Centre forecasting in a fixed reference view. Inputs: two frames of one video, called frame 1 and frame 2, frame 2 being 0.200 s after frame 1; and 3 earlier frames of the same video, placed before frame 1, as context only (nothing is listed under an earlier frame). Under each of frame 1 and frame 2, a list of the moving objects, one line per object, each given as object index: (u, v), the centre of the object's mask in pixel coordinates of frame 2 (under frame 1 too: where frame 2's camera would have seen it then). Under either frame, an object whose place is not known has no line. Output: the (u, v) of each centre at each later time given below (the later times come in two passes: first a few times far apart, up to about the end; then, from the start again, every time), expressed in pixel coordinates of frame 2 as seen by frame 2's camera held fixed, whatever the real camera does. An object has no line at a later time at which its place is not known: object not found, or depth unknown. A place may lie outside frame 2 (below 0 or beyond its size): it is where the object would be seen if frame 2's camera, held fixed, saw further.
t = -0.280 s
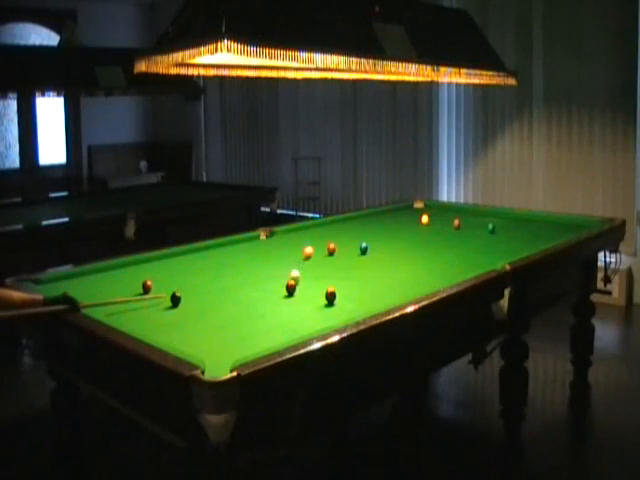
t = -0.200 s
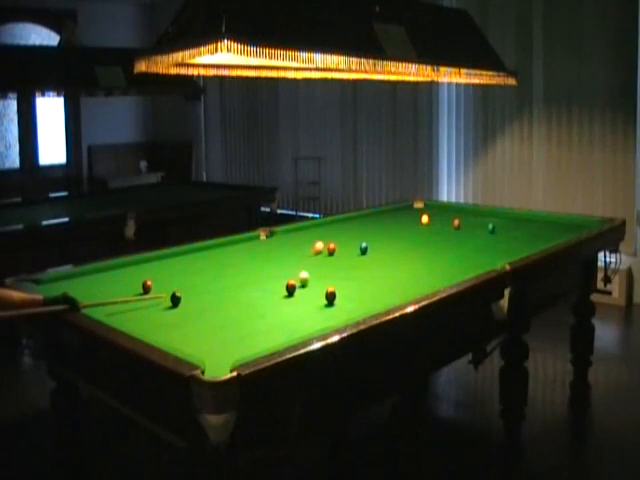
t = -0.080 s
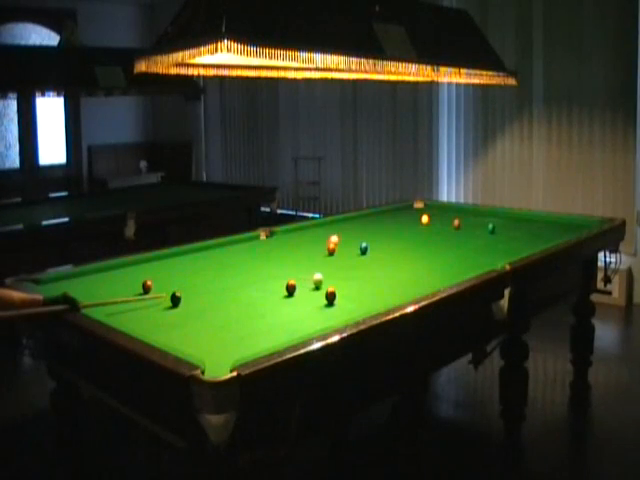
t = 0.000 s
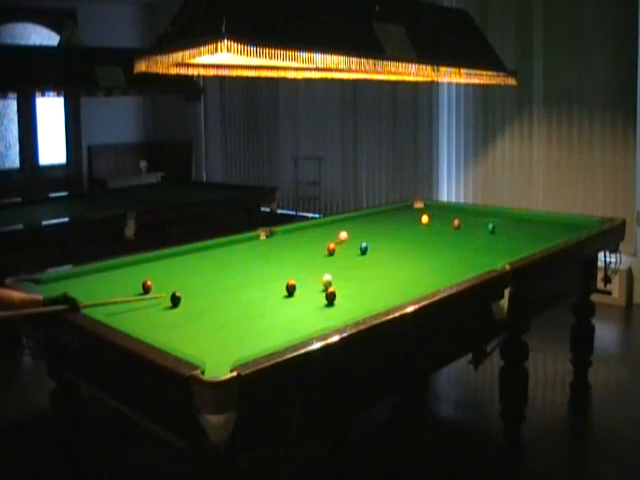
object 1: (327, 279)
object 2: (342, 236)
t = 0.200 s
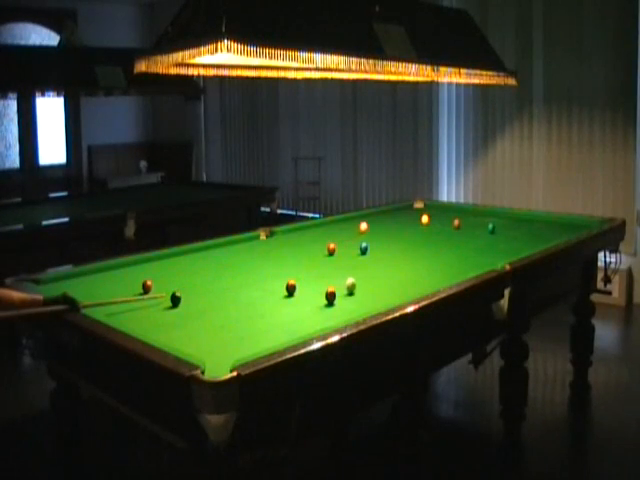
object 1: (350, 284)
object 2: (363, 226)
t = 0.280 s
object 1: (360, 285)
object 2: (370, 223)
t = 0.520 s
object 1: (388, 289)
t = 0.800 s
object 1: (407, 290)
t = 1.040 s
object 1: (391, 290)
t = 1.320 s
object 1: (373, 288)
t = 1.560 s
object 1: (360, 286)
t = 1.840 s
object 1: (346, 284)
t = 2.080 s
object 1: (336, 281)
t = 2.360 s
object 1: (325, 280)
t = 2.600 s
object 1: (317, 278)
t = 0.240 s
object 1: (355, 284)
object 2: (366, 225)
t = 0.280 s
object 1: (360, 285)
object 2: (370, 223)
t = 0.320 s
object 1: (364, 286)
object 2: (373, 221)
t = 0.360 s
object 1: (369, 286)
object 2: (377, 219)
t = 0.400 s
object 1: (374, 287)
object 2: (379, 218)
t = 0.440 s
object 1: (379, 288)
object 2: (383, 217)
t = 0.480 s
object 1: (383, 288)
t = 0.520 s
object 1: (388, 289)
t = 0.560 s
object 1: (393, 289)
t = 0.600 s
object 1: (397, 289)
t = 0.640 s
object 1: (402, 289)
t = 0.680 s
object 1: (406, 289)
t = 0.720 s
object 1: (411, 290)
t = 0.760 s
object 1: (411, 290)
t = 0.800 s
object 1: (407, 290)
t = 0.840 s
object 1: (405, 290)
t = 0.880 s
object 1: (402, 289)
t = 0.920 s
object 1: (400, 290)
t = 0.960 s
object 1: (397, 290)
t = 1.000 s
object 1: (394, 290)
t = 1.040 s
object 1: (391, 290)
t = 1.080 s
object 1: (389, 290)
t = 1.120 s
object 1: (386, 290)
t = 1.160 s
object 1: (383, 289)
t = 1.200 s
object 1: (381, 289)
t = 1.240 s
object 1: (378, 289)
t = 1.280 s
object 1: (376, 288)
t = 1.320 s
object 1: (373, 288)
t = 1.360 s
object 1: (371, 287)
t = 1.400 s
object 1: (369, 287)
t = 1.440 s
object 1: (367, 287)
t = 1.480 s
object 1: (364, 286)
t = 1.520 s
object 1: (362, 286)
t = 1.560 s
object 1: (360, 286)
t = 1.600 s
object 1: (358, 286)
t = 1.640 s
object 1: (356, 286)
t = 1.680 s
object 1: (354, 285)
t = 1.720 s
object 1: (351, 285)
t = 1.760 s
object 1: (350, 284)
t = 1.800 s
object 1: (348, 284)
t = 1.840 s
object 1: (346, 284)
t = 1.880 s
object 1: (344, 283)
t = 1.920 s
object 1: (342, 283)
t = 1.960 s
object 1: (341, 283)
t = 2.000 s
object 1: (339, 282)
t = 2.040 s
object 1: (337, 282)
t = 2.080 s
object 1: (336, 281)
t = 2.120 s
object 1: (334, 281)
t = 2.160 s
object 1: (332, 281)
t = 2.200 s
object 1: (331, 280)
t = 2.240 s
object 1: (329, 280)
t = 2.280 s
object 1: (328, 280)
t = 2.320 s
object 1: (326, 280)
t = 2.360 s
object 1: (325, 280)
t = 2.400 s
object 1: (323, 280)
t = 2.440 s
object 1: (322, 279)
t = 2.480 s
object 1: (320, 279)
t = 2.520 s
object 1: (319, 279)
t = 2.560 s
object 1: (318, 278)
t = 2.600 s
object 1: (317, 278)
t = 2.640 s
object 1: (316, 278)
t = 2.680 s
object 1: (314, 278)
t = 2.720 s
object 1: (313, 278)
